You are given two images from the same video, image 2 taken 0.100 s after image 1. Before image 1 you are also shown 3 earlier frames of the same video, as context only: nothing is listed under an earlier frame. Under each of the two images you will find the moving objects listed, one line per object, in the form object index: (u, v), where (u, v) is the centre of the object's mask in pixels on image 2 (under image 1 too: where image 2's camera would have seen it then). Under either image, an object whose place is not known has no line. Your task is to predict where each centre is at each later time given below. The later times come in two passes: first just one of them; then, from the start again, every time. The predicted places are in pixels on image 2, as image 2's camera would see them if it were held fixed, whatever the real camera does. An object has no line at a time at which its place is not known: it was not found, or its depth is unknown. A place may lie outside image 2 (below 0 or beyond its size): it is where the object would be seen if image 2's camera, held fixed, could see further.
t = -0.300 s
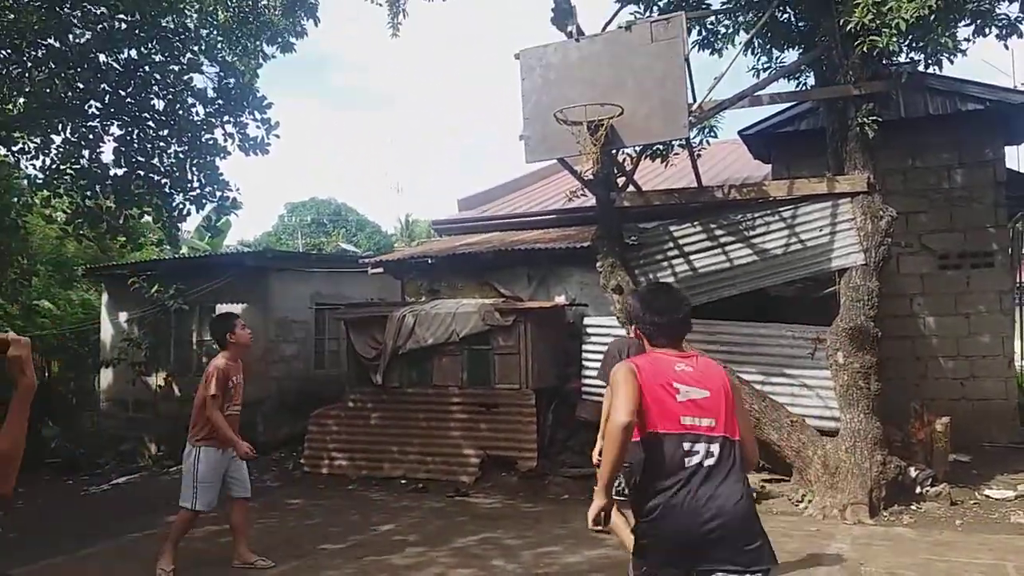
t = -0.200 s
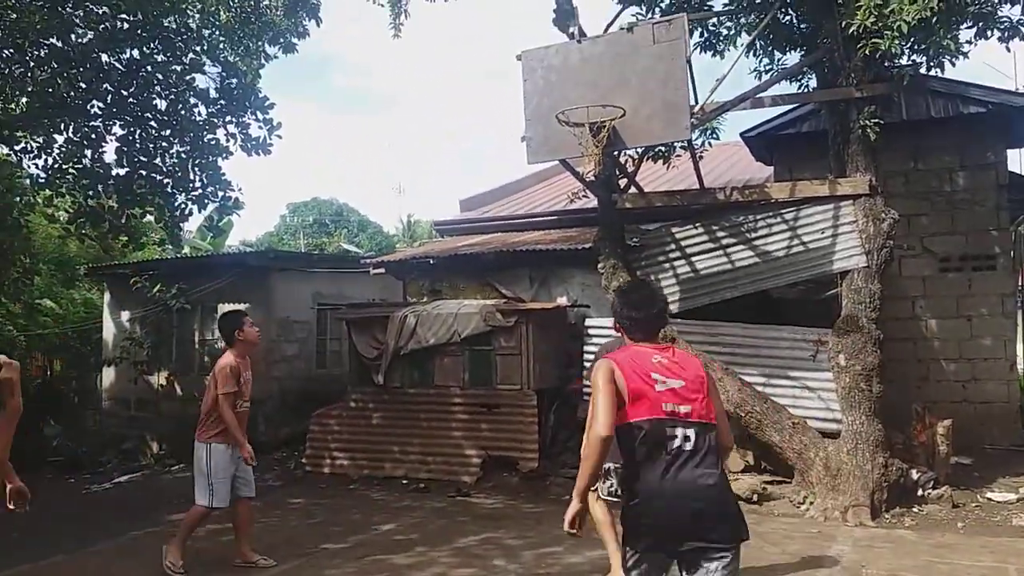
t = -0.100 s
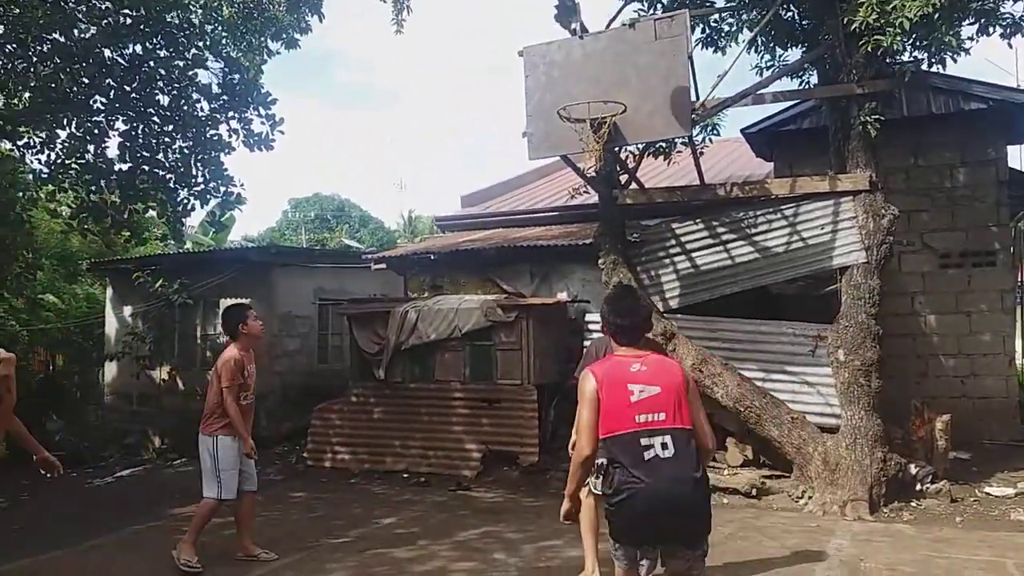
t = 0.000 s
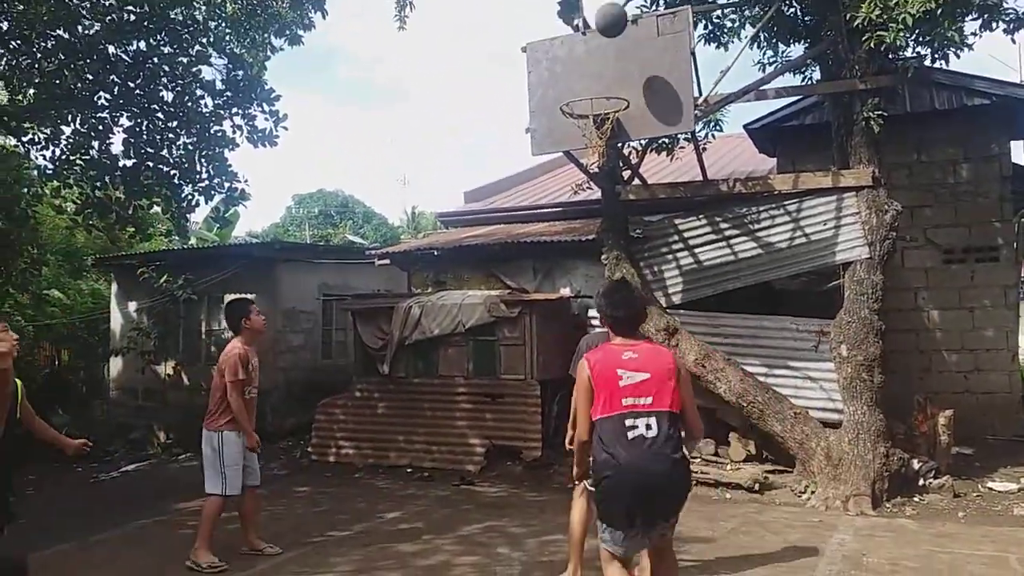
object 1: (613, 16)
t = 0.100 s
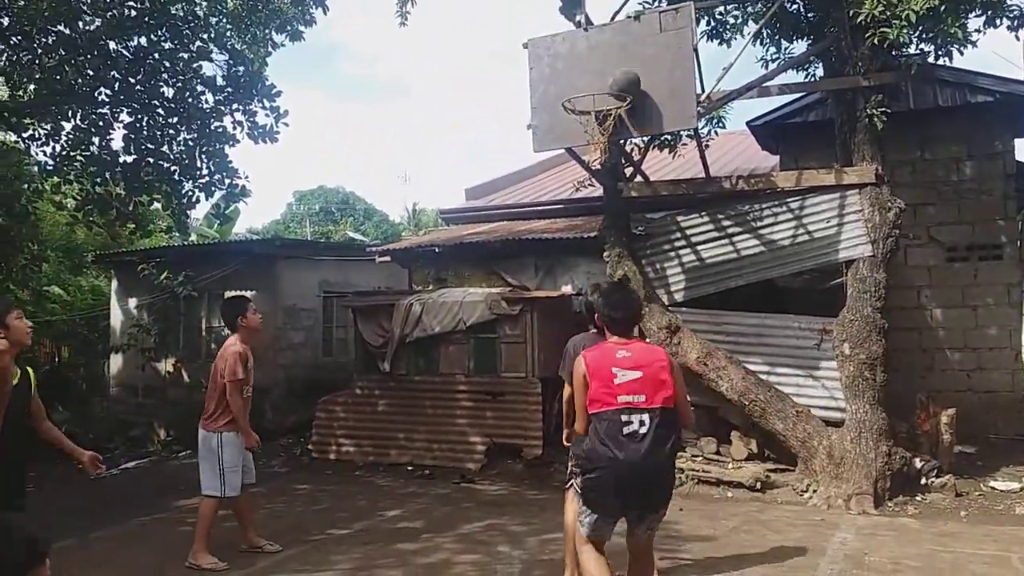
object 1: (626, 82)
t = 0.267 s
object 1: (614, 30)
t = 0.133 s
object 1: (623, 88)
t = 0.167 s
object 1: (621, 72)
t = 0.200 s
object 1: (620, 58)
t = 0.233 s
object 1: (617, 43)
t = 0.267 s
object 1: (614, 30)
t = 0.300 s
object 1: (612, 20)
